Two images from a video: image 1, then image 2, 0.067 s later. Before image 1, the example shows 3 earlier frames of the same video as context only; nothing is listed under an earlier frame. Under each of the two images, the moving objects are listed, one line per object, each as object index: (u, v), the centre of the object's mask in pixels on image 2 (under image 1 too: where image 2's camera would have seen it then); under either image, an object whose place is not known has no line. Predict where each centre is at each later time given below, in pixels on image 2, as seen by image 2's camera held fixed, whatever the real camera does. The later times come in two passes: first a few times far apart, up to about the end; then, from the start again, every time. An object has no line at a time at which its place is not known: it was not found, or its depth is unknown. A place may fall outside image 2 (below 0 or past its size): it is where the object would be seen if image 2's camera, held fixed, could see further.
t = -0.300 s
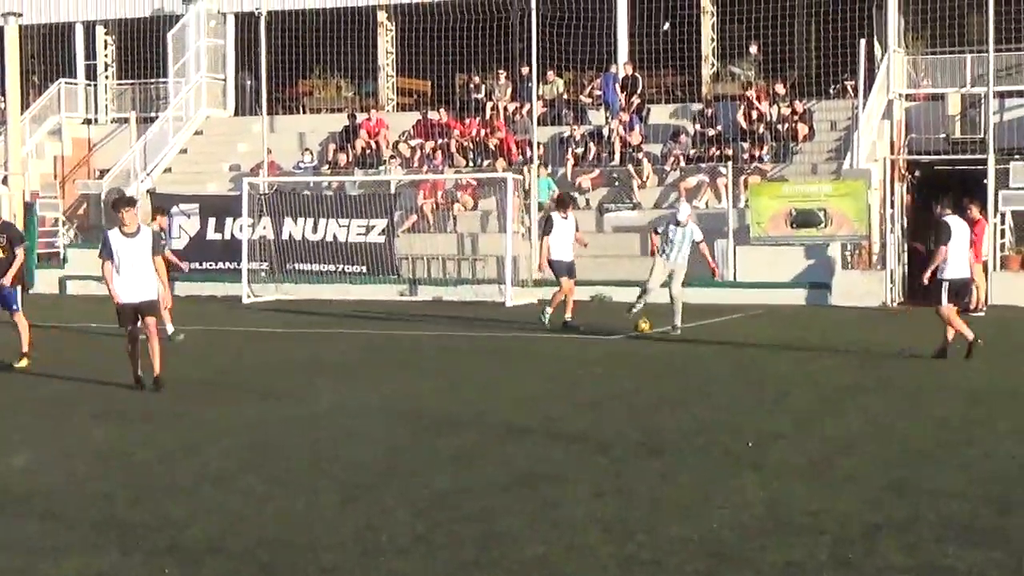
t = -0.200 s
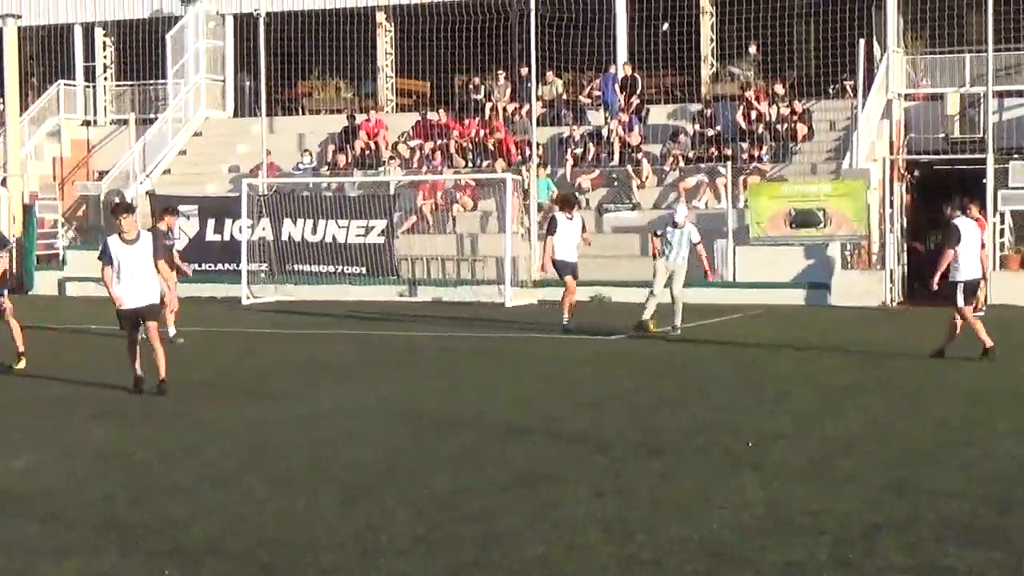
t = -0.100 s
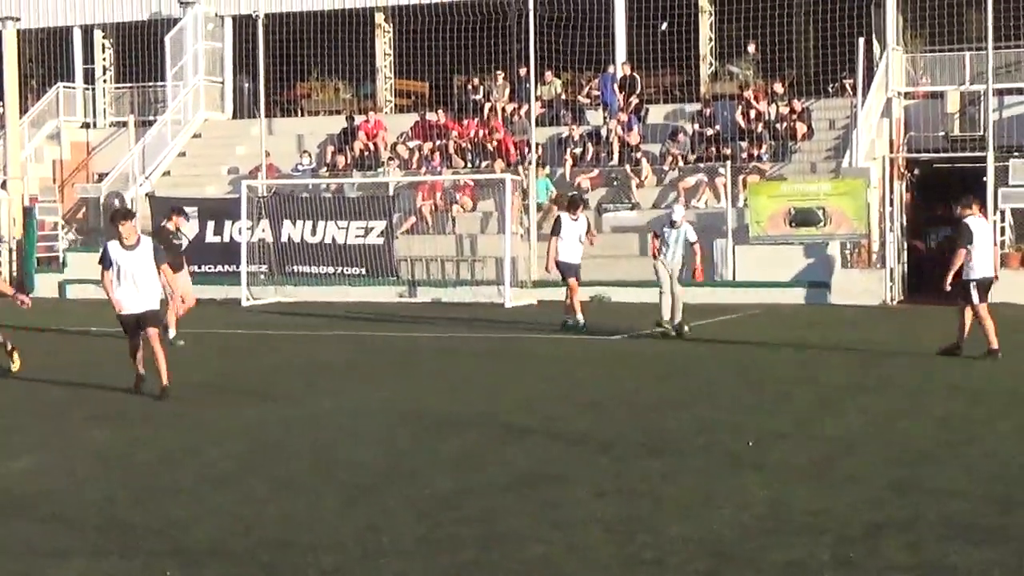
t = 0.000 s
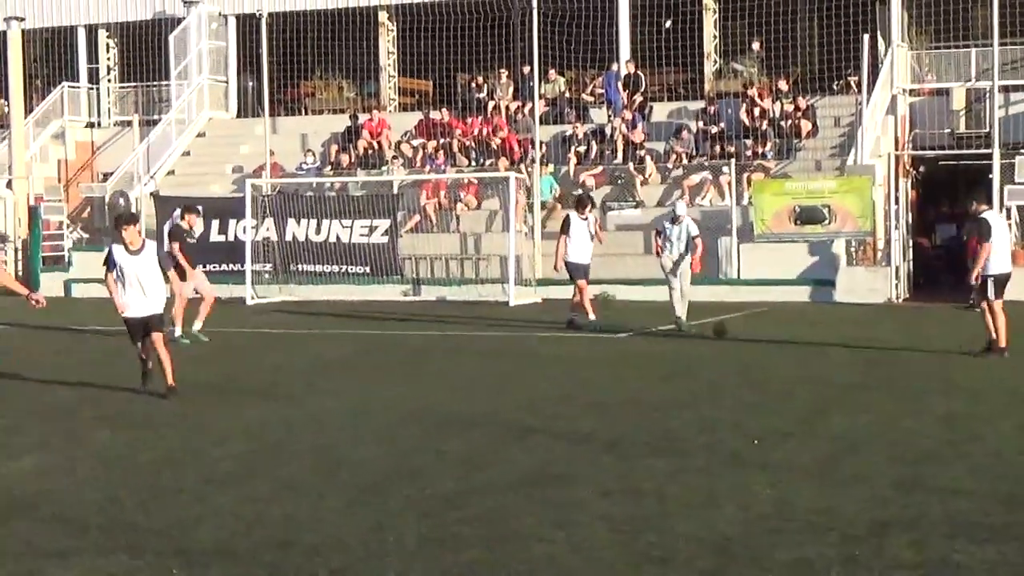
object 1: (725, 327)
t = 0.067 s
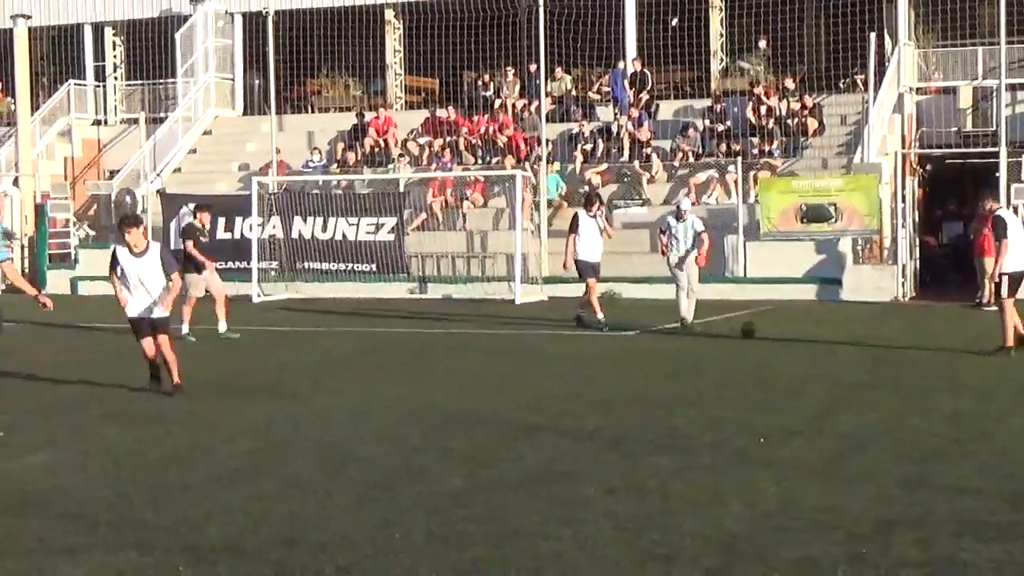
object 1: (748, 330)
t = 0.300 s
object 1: (814, 334)
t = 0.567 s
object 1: (891, 336)
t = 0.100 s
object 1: (758, 330)
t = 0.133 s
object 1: (770, 330)
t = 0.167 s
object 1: (780, 331)
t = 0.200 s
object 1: (790, 331)
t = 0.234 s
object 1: (799, 332)
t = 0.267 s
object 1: (809, 333)
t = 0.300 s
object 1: (814, 334)
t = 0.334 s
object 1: (829, 333)
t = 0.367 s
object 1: (838, 335)
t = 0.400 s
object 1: (846, 335)
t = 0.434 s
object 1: (855, 335)
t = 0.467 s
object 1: (864, 336)
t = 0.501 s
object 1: (873, 336)
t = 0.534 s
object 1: (881, 336)
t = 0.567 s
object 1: (891, 336)
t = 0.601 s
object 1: (901, 338)
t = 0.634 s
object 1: (910, 338)
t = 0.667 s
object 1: (919, 338)
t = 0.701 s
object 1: (929, 338)
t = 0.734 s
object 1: (938, 339)
